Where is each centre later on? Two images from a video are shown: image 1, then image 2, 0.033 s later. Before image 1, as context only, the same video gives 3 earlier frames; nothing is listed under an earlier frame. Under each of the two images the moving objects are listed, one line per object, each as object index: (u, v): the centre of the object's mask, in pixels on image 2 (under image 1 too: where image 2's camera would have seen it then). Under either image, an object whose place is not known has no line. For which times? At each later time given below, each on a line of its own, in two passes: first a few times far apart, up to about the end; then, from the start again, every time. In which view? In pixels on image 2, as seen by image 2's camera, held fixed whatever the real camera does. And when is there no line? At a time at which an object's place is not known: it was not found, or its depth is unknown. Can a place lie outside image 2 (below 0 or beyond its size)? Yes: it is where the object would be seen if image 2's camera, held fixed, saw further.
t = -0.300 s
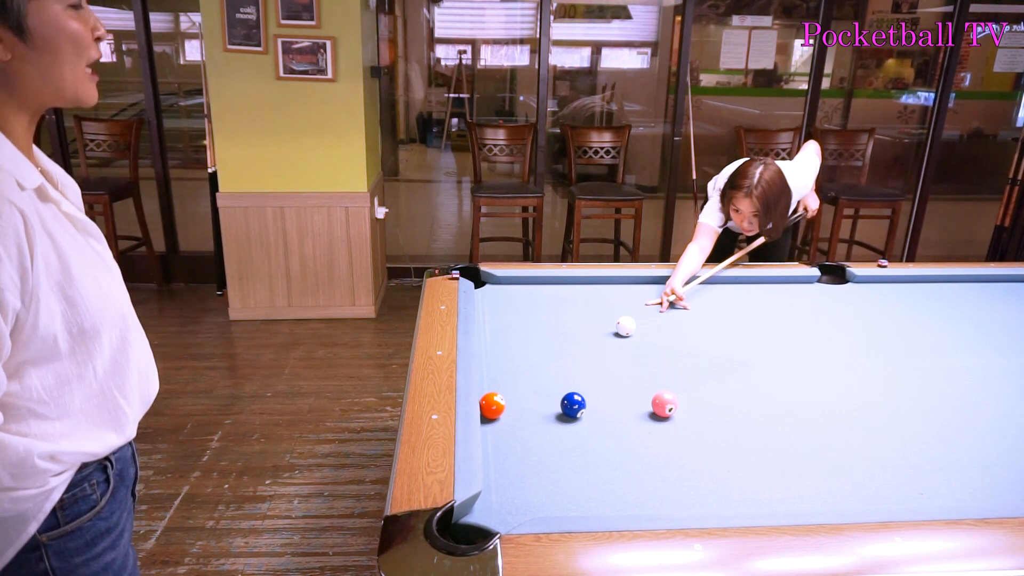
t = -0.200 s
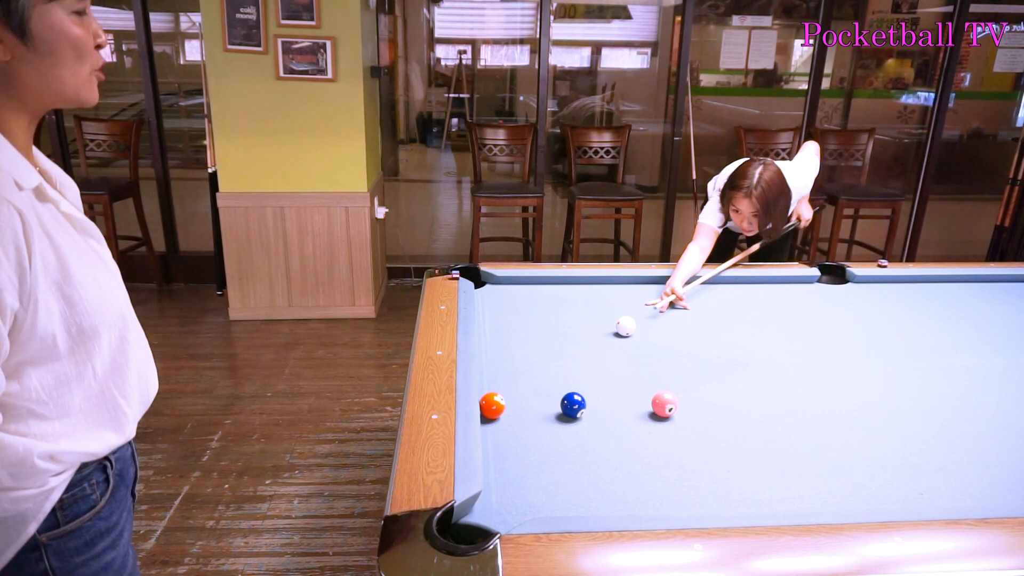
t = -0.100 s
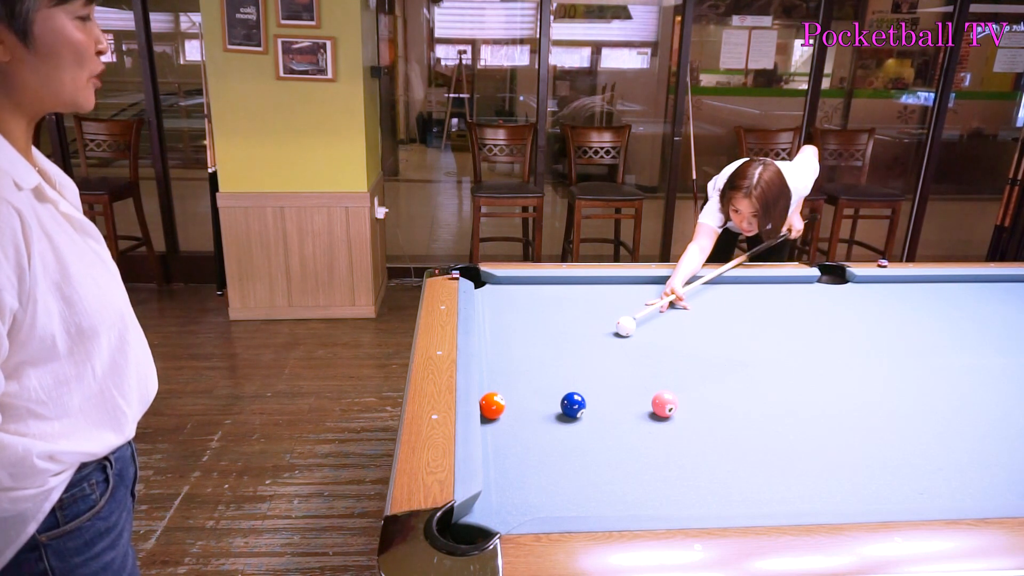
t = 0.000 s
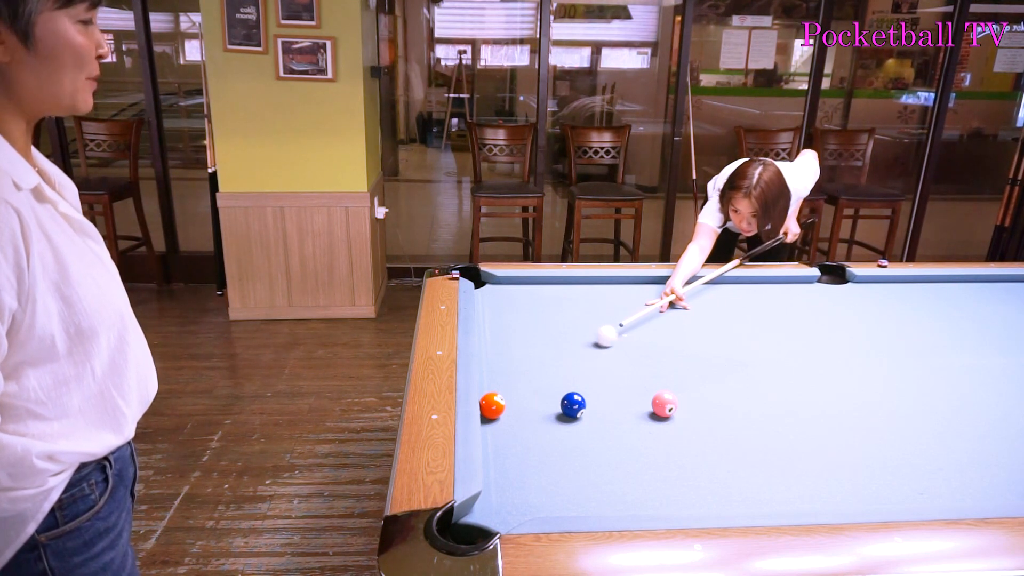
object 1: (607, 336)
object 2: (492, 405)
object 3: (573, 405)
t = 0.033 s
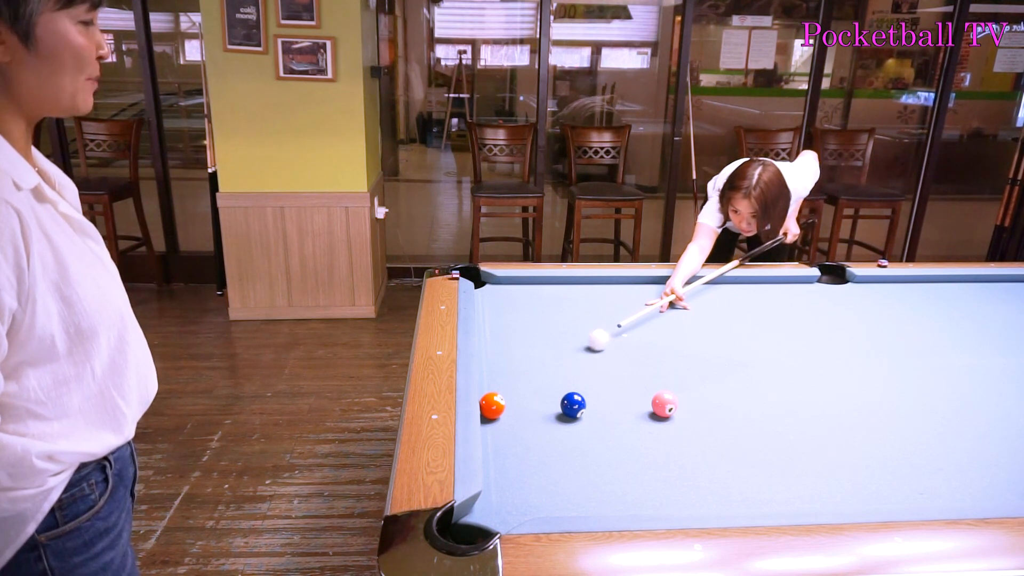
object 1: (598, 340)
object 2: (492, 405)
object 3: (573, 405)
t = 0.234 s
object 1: (548, 365)
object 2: (492, 405)
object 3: (573, 405)
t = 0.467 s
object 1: (497, 390)
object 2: (492, 411)
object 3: (573, 405)
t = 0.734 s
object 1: (540, 394)
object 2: (498, 444)
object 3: (573, 405)
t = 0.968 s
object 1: (568, 390)
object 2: (504, 475)
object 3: (578, 408)
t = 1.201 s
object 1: (591, 387)
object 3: (585, 412)
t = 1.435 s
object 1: (611, 384)
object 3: (593, 417)
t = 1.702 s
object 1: (631, 380)
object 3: (600, 421)
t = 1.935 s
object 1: (647, 377)
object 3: (605, 423)
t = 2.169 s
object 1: (661, 375)
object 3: (608, 425)
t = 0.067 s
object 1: (591, 344)
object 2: (492, 405)
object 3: (573, 405)
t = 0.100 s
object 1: (583, 348)
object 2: (492, 405)
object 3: (573, 405)
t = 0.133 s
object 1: (574, 352)
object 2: (492, 405)
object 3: (573, 405)
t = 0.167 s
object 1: (566, 357)
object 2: (492, 405)
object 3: (573, 405)
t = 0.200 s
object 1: (557, 361)
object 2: (492, 405)
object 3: (573, 405)
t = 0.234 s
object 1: (548, 365)
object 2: (492, 405)
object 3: (573, 405)
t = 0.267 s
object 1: (539, 370)
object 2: (492, 405)
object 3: (573, 405)
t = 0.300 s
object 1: (530, 374)
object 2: (492, 405)
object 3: (573, 405)
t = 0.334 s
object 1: (520, 379)
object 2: (492, 405)
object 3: (573, 405)
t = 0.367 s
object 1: (510, 384)
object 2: (492, 405)
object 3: (573, 405)
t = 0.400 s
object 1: (502, 387)
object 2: (492, 405)
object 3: (573, 405)
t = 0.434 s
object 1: (491, 389)
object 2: (492, 407)
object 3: (573, 405)
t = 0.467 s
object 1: (497, 390)
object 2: (492, 411)
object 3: (573, 405)
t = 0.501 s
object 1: (503, 392)
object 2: (493, 415)
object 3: (573, 405)
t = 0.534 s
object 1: (509, 392)
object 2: (494, 420)
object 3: (573, 405)
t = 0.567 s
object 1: (514, 393)
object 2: (494, 424)
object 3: (573, 405)
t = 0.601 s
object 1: (520, 393)
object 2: (495, 428)
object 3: (573, 405)
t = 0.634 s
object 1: (525, 393)
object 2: (496, 432)
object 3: (573, 405)
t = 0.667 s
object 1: (530, 393)
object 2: (497, 436)
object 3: (573, 405)
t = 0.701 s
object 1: (535, 393)
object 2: (497, 440)
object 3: (573, 405)
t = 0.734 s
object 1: (540, 394)
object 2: (498, 444)
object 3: (573, 405)
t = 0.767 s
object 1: (545, 394)
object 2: (499, 448)
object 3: (573, 405)
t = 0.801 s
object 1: (550, 394)
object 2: (500, 453)
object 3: (573, 405)
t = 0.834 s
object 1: (554, 394)
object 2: (500, 457)
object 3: (573, 405)
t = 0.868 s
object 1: (557, 393)
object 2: (501, 461)
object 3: (574, 405)
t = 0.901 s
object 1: (561, 392)
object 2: (502, 466)
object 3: (575, 406)
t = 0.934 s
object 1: (564, 391)
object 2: (503, 470)
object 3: (576, 407)
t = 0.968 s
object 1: (568, 390)
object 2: (504, 475)
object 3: (578, 408)
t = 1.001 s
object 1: (571, 389)
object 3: (579, 408)
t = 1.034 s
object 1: (575, 389)
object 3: (580, 409)
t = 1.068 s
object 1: (578, 388)
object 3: (581, 410)
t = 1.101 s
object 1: (582, 388)
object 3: (582, 410)
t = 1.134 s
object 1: (585, 387)
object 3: (583, 411)
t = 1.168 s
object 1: (588, 387)
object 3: (584, 412)
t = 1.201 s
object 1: (591, 387)
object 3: (585, 412)
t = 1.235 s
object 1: (594, 387)
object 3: (586, 413)
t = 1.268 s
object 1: (597, 387)
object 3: (587, 414)
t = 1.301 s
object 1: (600, 386)
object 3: (588, 414)
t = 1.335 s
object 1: (603, 386)
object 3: (590, 415)
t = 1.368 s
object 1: (605, 385)
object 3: (591, 415)
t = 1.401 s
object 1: (608, 385)
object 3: (592, 416)
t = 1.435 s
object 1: (611, 384)
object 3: (593, 417)
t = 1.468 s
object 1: (613, 384)
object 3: (594, 417)
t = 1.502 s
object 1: (616, 383)
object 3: (595, 418)
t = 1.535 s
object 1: (619, 383)
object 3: (595, 418)
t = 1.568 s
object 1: (621, 382)
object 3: (596, 419)
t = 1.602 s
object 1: (624, 382)
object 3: (597, 419)
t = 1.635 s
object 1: (626, 381)
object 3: (598, 420)
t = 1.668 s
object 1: (629, 381)
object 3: (599, 420)
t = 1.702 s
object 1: (631, 380)
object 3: (600, 421)
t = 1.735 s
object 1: (633, 380)
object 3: (600, 421)
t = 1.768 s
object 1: (636, 379)
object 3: (601, 422)
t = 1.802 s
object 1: (638, 379)
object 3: (602, 422)
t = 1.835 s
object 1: (640, 379)
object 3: (603, 422)
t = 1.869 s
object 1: (643, 378)
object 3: (603, 423)
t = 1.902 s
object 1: (645, 378)
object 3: (604, 423)
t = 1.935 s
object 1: (647, 377)
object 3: (605, 423)
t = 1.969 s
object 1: (649, 377)
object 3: (605, 423)
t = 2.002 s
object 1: (651, 376)
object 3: (606, 424)
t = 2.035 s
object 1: (653, 376)
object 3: (606, 424)
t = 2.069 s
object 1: (655, 376)
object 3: (607, 424)
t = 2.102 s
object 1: (657, 375)
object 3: (607, 425)
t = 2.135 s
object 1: (659, 375)
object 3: (608, 425)
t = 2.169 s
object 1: (661, 375)
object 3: (608, 425)
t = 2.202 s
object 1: (663, 375)
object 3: (609, 425)
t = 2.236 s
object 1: (665, 374)
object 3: (609, 426)
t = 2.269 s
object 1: (667, 374)
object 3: (609, 426)
